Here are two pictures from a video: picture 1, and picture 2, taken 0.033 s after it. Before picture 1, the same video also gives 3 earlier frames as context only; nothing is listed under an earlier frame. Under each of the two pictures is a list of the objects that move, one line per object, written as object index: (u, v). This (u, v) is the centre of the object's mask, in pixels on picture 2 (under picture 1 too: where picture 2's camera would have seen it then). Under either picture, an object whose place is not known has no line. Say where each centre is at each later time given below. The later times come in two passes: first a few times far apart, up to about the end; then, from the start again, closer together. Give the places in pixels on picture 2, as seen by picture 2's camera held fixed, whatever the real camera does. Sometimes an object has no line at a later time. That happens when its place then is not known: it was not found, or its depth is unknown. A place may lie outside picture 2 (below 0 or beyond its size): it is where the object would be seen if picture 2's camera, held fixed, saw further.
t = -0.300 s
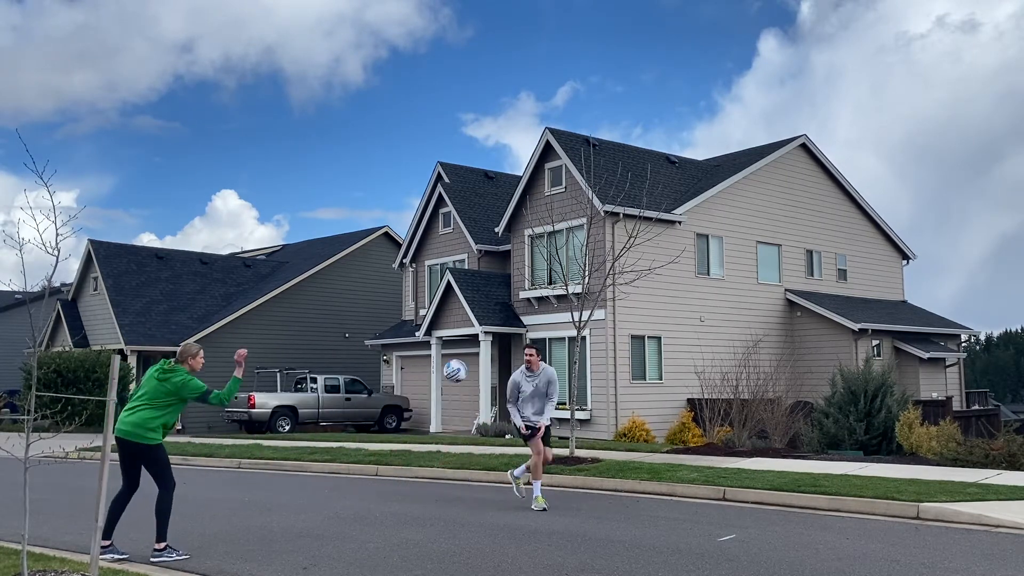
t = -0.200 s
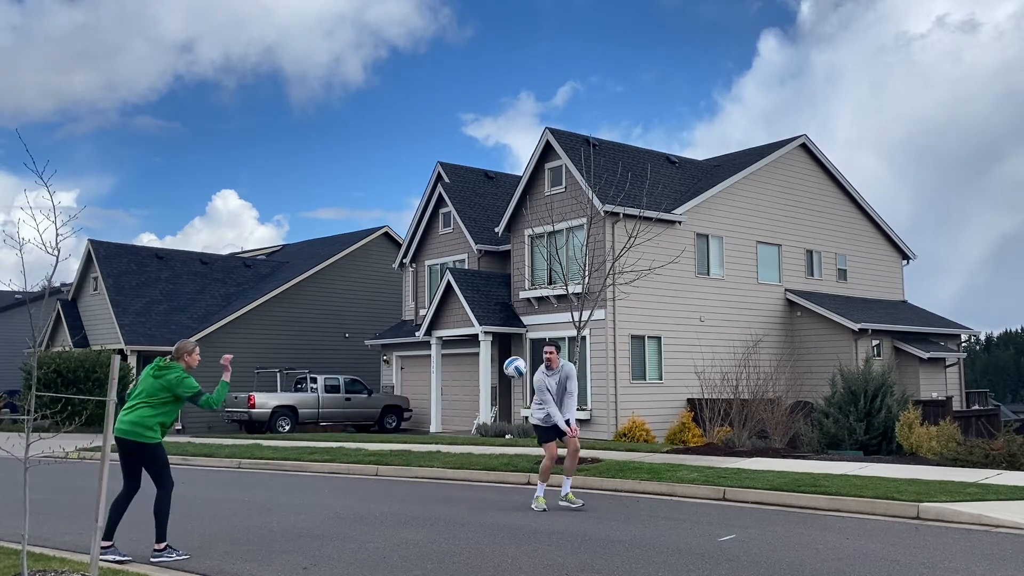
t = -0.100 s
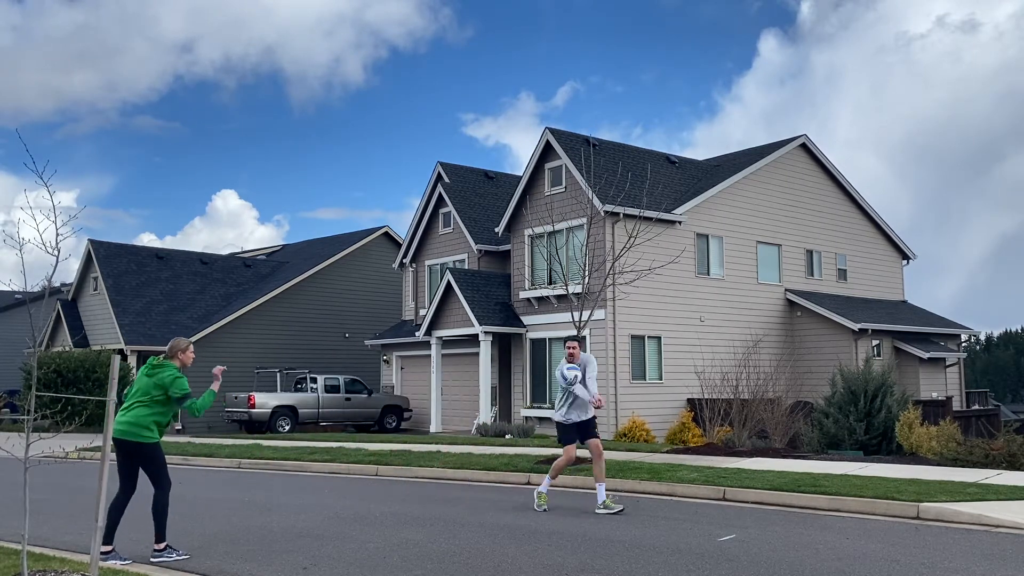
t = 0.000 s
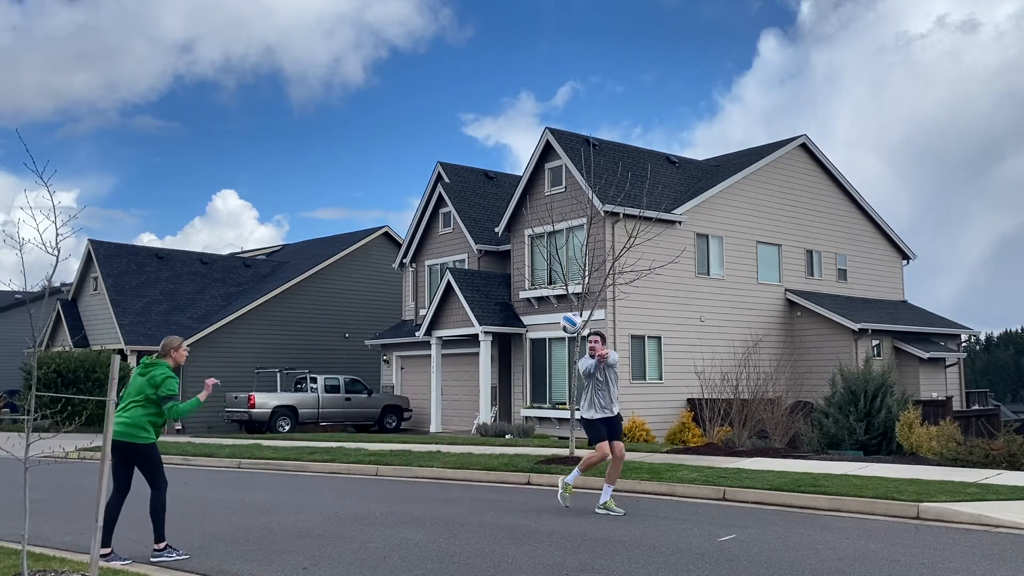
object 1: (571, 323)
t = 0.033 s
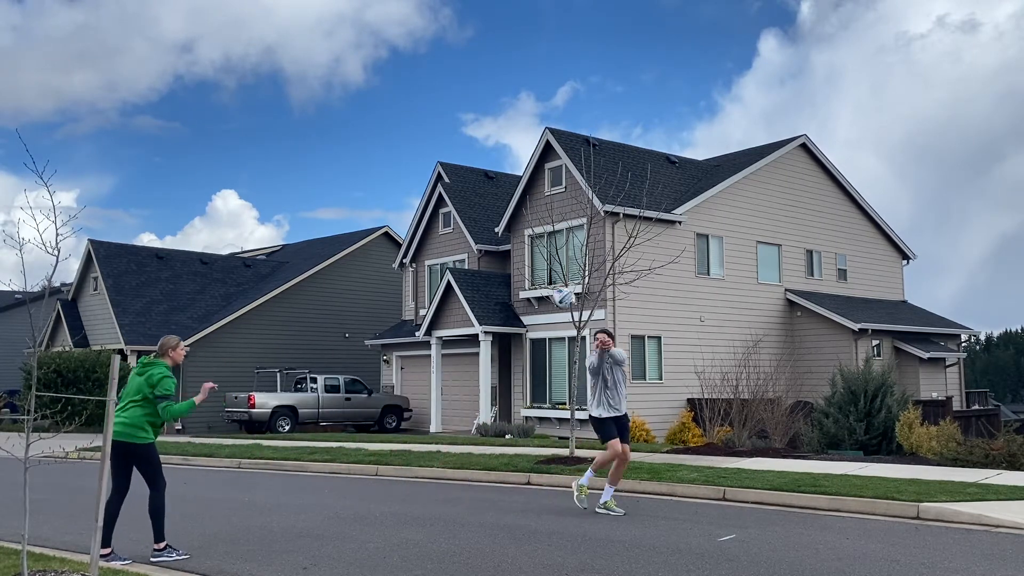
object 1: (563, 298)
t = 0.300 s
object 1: (500, 133)
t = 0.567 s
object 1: (431, 34)
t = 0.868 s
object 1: (348, 10)
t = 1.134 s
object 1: (266, 72)
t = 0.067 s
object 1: (556, 274)
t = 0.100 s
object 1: (547, 250)
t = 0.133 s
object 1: (539, 229)
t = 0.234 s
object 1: (516, 168)
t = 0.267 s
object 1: (508, 151)
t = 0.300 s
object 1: (500, 133)
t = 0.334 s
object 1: (491, 117)
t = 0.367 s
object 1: (483, 102)
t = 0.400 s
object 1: (474, 88)
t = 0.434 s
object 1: (466, 75)
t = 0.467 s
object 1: (458, 64)
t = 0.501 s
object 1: (449, 53)
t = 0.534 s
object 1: (440, 42)
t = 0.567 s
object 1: (431, 34)
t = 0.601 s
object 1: (422, 26)
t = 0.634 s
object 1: (413, 20)
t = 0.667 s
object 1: (404, 15)
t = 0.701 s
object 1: (395, 11)
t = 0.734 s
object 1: (386, 10)
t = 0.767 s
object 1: (376, 9)
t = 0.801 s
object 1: (367, 9)
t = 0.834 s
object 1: (358, 9)
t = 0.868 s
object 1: (348, 10)
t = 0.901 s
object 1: (338, 13)
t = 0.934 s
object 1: (328, 17)
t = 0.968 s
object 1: (318, 23)
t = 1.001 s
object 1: (308, 30)
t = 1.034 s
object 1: (298, 39)
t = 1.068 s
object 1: (288, 49)
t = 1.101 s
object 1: (277, 60)
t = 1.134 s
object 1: (266, 72)
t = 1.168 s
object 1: (256, 86)
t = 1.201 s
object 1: (244, 102)
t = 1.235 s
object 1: (234, 118)
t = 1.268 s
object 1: (222, 137)
